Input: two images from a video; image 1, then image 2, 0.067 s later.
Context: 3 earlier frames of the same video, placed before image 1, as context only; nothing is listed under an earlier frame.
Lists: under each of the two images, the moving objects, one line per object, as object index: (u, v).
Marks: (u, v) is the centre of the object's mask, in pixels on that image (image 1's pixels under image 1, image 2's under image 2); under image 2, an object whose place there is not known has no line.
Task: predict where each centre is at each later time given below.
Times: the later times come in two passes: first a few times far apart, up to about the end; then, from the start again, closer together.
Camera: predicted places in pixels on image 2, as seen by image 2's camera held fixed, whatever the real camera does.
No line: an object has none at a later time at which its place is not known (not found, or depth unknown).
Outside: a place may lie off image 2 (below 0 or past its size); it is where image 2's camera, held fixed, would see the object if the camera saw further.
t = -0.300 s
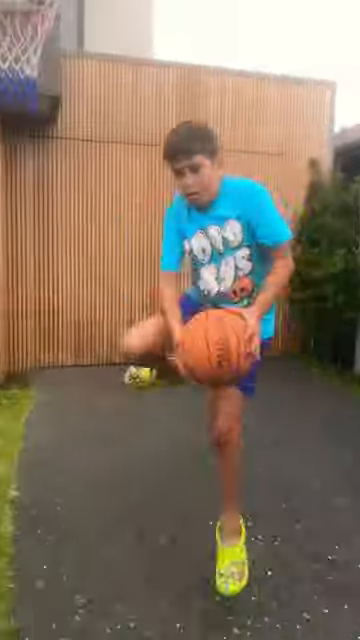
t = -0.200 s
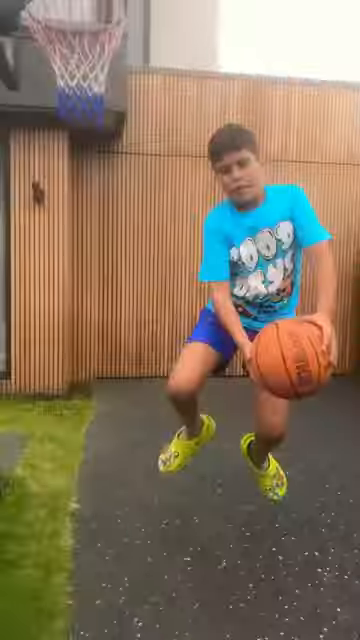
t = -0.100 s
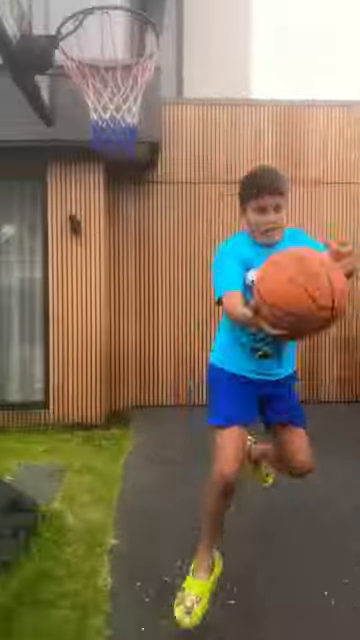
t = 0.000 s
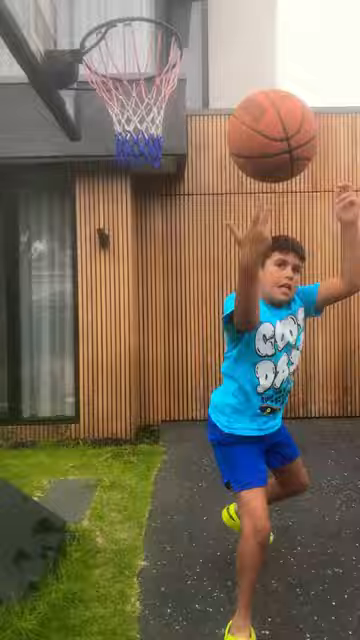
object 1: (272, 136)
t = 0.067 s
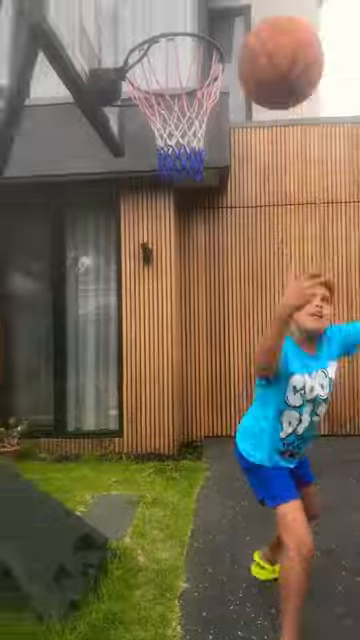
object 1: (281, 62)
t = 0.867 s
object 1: (157, 66)
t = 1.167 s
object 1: (201, 126)
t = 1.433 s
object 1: (197, 247)
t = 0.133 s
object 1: (250, 19)
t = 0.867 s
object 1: (157, 66)
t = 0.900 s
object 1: (161, 72)
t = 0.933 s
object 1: (164, 71)
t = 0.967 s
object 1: (169, 75)
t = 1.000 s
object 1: (173, 82)
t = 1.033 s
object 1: (177, 87)
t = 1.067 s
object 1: (185, 93)
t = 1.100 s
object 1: (196, 102)
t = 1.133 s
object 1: (198, 117)
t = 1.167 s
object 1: (201, 126)
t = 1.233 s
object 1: (204, 155)
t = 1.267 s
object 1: (202, 165)
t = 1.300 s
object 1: (199, 172)
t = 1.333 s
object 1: (198, 182)
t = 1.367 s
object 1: (197, 199)
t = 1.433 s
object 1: (197, 247)
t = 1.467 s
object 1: (198, 276)
